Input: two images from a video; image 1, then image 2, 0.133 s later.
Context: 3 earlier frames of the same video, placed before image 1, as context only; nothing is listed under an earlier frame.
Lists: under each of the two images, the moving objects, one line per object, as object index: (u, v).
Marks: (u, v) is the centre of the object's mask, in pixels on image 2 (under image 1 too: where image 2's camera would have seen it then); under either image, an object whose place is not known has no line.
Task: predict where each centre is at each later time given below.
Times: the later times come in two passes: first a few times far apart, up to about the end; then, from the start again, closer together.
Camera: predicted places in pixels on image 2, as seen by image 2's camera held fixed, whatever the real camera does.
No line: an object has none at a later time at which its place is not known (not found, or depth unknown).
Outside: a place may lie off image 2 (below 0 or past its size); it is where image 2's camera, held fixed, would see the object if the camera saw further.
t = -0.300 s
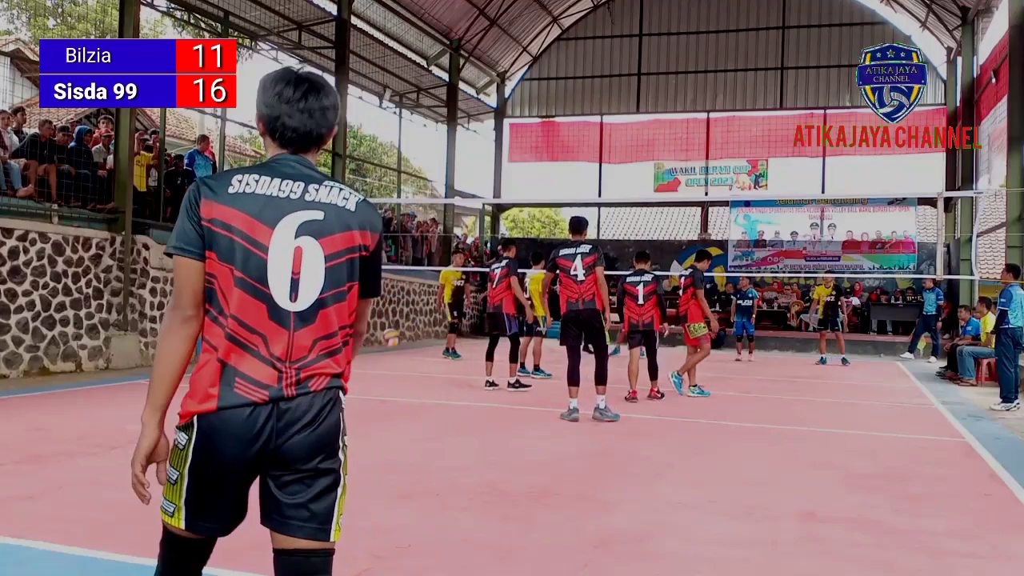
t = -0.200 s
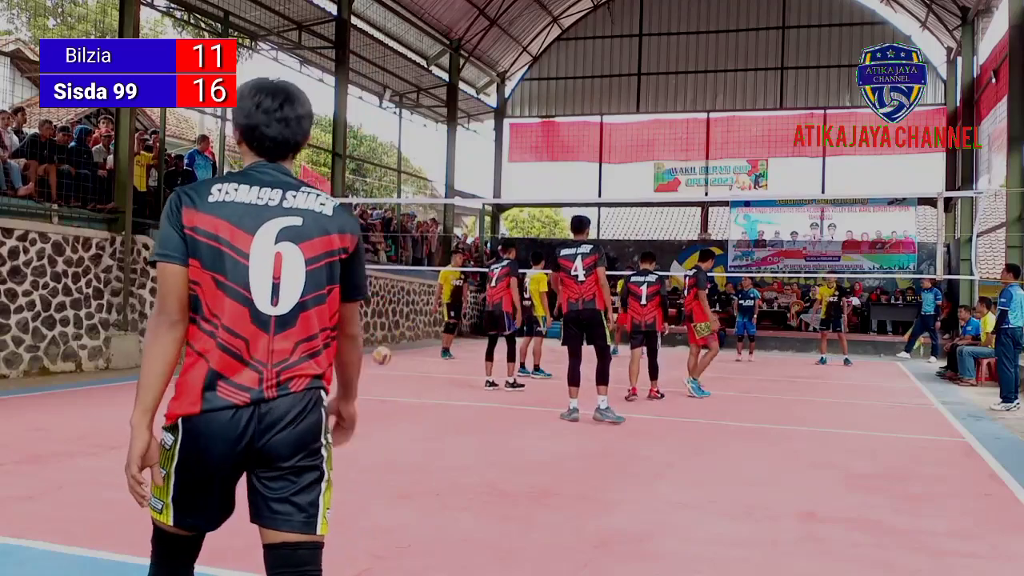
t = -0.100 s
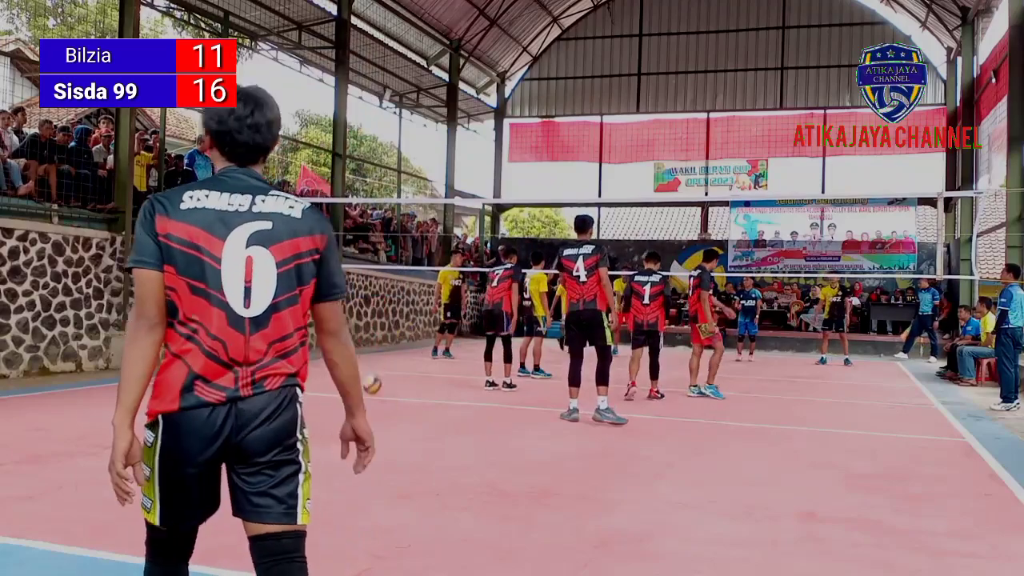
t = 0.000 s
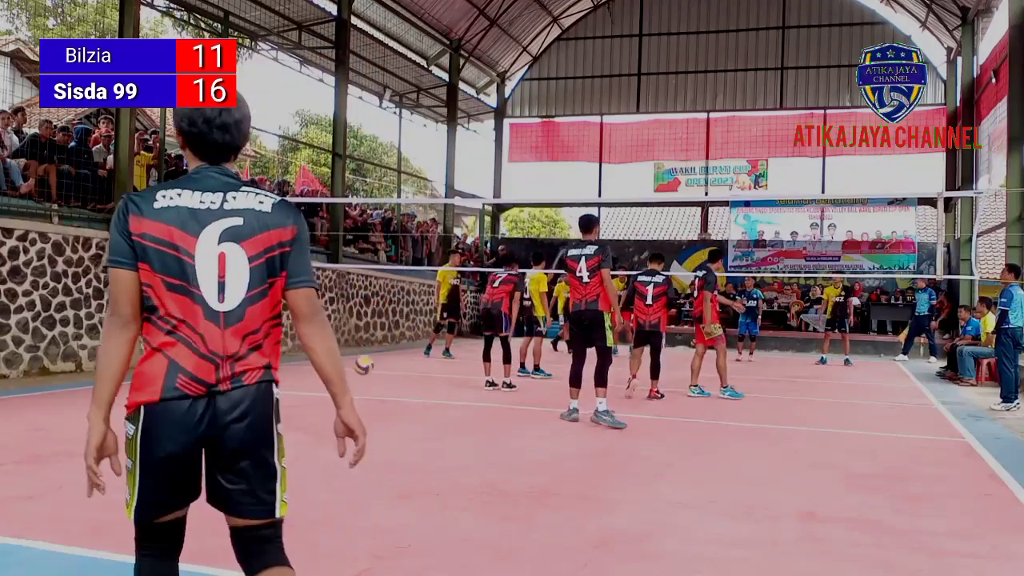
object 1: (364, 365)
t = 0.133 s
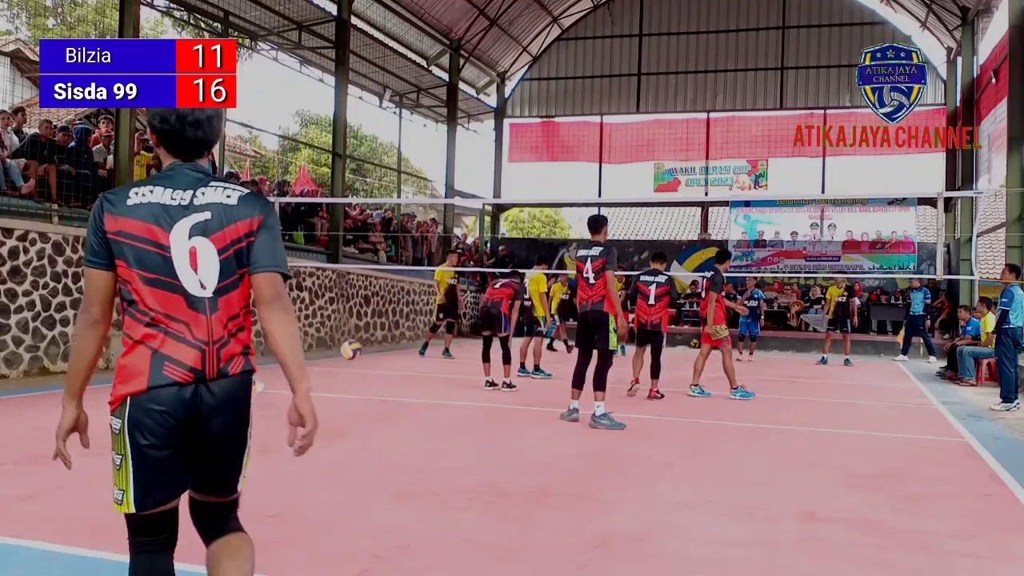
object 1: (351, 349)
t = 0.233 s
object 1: (340, 348)
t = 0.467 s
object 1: (312, 389)
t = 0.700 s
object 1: (282, 372)
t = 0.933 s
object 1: (246, 386)
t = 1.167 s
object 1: (205, 405)
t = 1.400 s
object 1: (160, 406)
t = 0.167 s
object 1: (347, 348)
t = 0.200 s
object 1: (344, 347)
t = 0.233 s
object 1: (340, 348)
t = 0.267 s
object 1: (337, 350)
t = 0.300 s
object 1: (332, 353)
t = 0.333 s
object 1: (329, 358)
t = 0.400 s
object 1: (321, 370)
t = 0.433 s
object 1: (316, 379)
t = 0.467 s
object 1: (312, 389)
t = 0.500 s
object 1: (307, 399)
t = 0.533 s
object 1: (304, 400)
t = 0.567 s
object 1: (300, 392)
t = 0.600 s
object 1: (295, 385)
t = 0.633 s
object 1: (291, 380)
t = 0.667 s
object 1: (286, 376)
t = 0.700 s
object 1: (282, 372)
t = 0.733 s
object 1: (277, 370)
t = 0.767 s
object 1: (272, 370)
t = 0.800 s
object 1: (267, 369)
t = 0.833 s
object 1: (262, 372)
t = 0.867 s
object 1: (256, 375)
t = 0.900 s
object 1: (251, 380)
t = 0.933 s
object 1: (246, 386)
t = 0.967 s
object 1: (239, 395)
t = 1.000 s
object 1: (234, 404)
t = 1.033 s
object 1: (228, 414)
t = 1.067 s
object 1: (221, 426)
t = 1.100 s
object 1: (216, 419)
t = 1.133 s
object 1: (210, 411)
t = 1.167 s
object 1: (205, 405)
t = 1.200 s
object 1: (198, 401)
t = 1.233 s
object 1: (193, 398)
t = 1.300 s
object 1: (180, 396)
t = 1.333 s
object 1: (172, 398)
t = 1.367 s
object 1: (166, 402)
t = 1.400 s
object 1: (160, 406)
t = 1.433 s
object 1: (152, 413)
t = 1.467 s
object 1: (146, 421)
